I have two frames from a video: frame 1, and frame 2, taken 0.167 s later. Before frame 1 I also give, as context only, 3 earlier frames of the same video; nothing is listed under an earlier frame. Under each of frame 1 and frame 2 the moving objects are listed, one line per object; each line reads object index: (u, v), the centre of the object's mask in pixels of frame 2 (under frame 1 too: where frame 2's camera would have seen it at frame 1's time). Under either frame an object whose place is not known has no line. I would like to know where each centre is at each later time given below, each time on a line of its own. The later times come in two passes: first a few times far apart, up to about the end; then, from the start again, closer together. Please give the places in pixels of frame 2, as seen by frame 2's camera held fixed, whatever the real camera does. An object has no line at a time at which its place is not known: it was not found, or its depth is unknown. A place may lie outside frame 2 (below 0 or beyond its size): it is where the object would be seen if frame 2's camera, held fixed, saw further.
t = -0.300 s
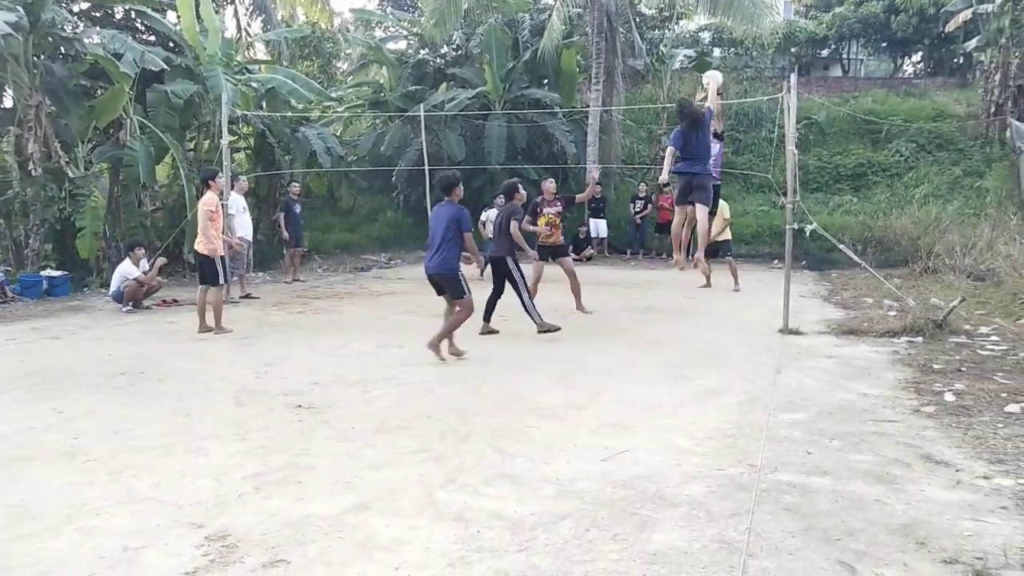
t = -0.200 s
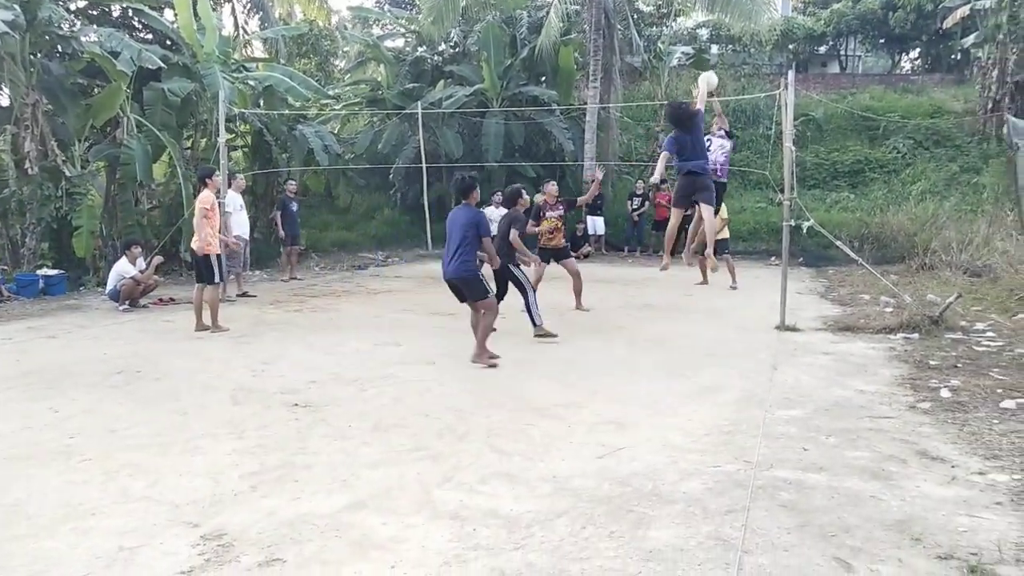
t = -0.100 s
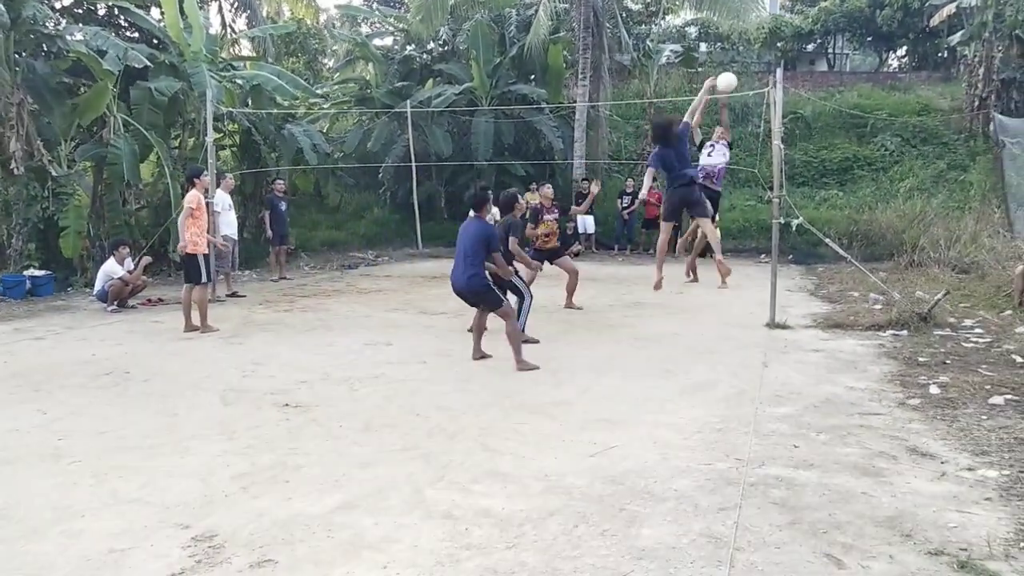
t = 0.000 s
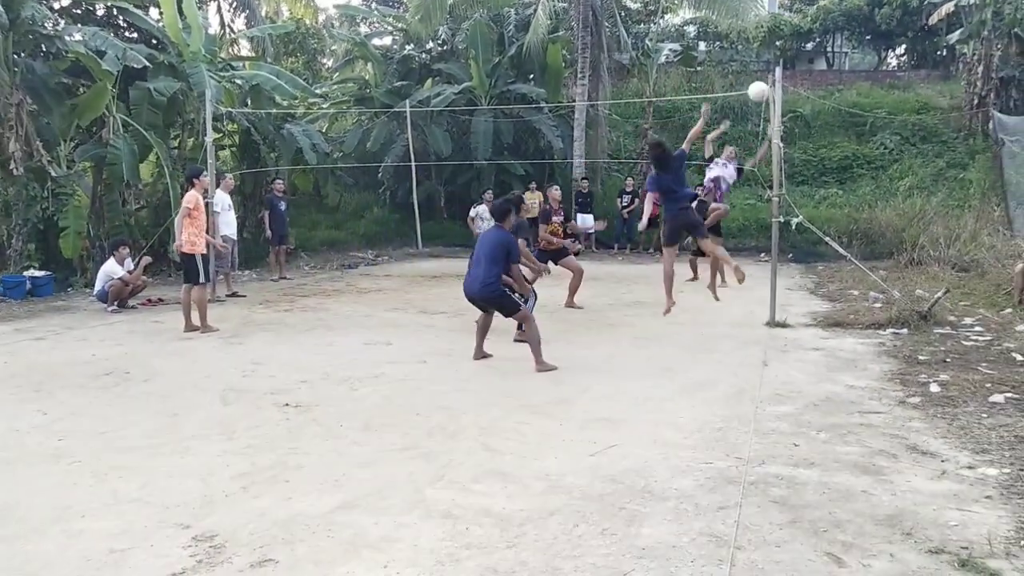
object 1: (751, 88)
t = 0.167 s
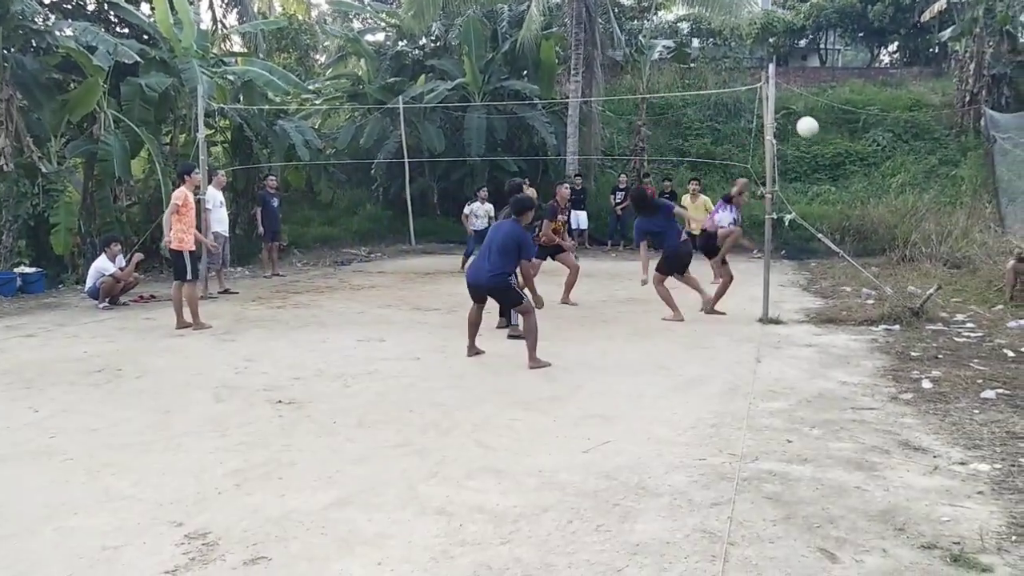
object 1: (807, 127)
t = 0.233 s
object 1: (829, 151)
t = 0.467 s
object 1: (902, 264)
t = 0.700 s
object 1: (847, 307)
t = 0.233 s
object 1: (829, 151)
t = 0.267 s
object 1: (840, 164)
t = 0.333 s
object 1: (861, 193)
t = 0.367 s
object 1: (872, 209)
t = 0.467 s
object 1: (902, 264)
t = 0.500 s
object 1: (913, 284)
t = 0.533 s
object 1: (913, 296)
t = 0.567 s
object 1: (900, 296)
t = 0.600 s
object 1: (887, 297)
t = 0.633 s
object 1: (874, 299)
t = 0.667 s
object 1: (861, 303)
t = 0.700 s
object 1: (847, 307)
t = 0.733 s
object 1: (834, 313)
